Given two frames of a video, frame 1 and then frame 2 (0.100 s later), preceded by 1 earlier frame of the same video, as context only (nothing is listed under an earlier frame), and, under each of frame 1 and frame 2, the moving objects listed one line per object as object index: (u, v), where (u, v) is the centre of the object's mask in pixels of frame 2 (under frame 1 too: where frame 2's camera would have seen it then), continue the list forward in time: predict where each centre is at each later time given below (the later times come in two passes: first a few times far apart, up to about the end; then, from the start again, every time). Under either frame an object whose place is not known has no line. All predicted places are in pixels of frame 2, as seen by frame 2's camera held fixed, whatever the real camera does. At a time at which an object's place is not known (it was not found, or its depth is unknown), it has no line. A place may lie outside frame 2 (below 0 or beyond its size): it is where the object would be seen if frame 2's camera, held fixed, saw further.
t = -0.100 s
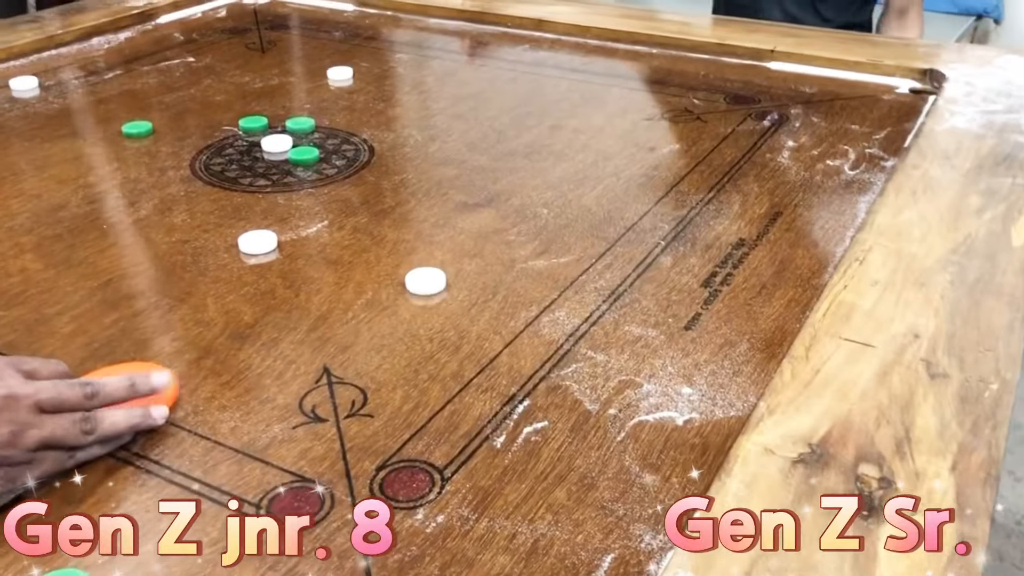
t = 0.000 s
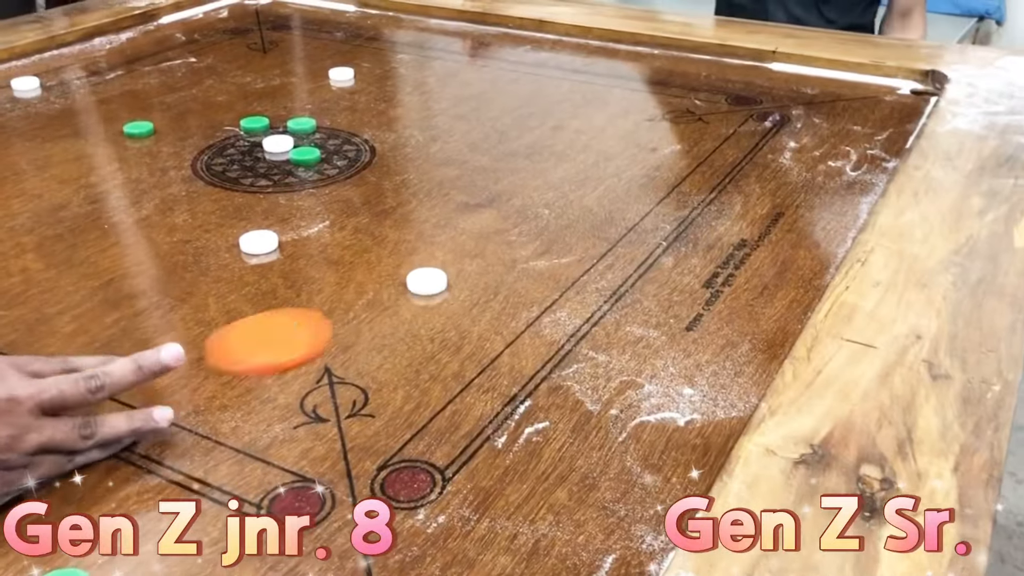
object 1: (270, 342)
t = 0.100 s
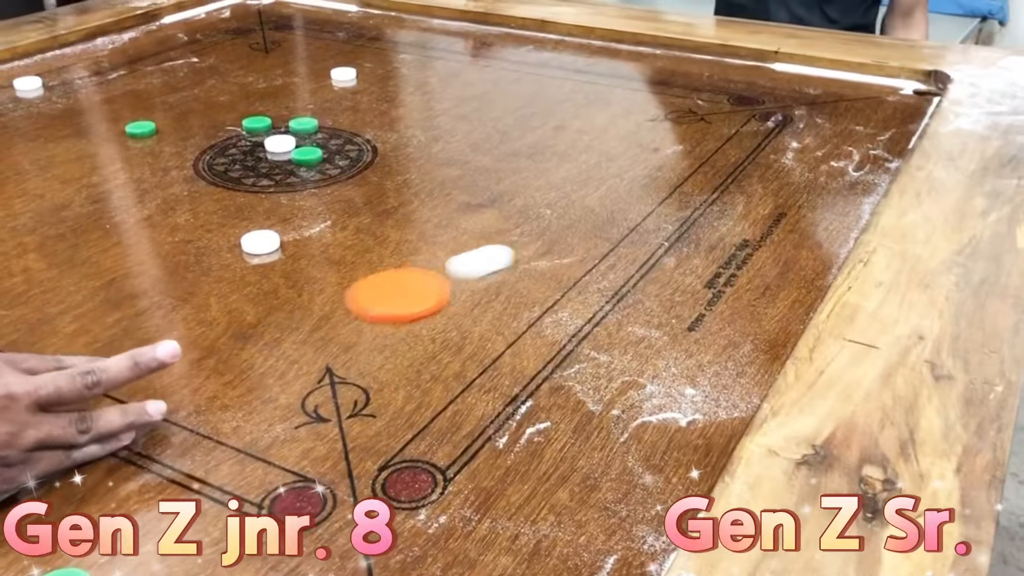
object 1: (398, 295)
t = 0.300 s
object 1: (530, 249)
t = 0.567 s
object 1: (638, 211)
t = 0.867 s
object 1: (690, 193)
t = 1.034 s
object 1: (692, 193)
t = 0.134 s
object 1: (425, 286)
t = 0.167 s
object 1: (449, 277)
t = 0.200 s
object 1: (471, 270)
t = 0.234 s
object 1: (492, 263)
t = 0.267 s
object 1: (511, 256)
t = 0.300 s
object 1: (530, 249)
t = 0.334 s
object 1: (547, 243)
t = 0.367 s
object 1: (563, 237)
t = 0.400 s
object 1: (578, 232)
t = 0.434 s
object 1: (592, 227)
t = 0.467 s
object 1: (605, 222)
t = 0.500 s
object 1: (617, 218)
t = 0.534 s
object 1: (629, 214)
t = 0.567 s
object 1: (638, 211)
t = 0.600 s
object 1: (648, 207)
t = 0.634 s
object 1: (657, 204)
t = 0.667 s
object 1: (664, 202)
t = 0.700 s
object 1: (671, 199)
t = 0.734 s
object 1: (676, 197)
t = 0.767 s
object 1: (681, 196)
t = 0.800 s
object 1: (685, 194)
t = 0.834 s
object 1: (688, 194)
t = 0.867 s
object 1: (690, 193)
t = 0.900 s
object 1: (691, 193)
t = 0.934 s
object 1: (692, 193)
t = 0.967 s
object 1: (692, 192)
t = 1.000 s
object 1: (692, 192)
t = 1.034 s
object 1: (692, 193)
